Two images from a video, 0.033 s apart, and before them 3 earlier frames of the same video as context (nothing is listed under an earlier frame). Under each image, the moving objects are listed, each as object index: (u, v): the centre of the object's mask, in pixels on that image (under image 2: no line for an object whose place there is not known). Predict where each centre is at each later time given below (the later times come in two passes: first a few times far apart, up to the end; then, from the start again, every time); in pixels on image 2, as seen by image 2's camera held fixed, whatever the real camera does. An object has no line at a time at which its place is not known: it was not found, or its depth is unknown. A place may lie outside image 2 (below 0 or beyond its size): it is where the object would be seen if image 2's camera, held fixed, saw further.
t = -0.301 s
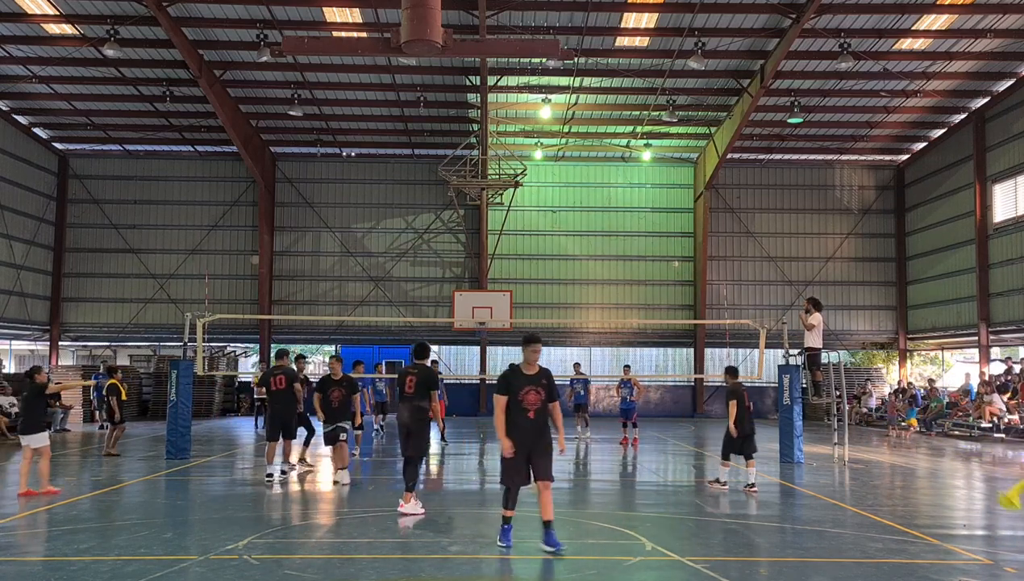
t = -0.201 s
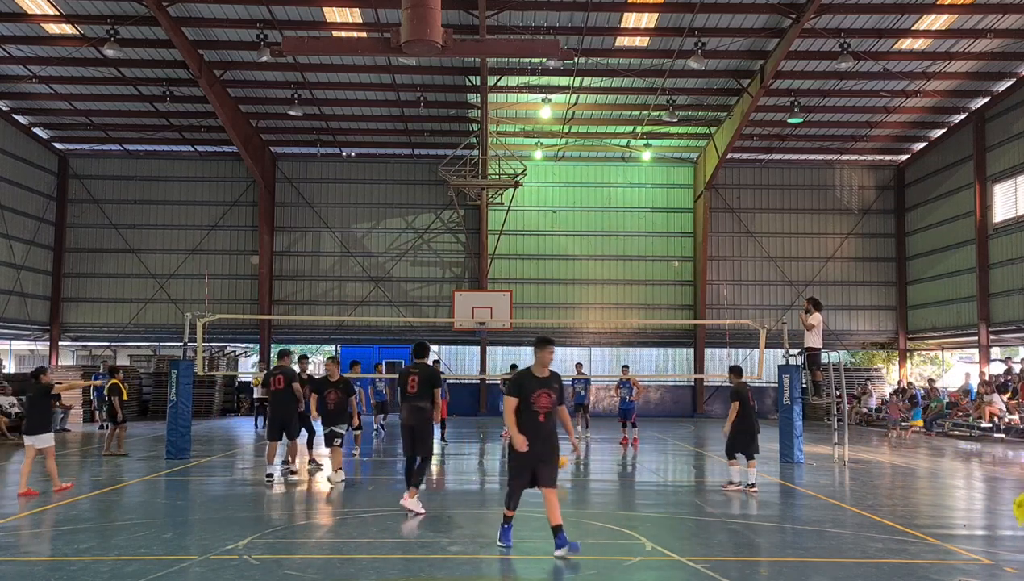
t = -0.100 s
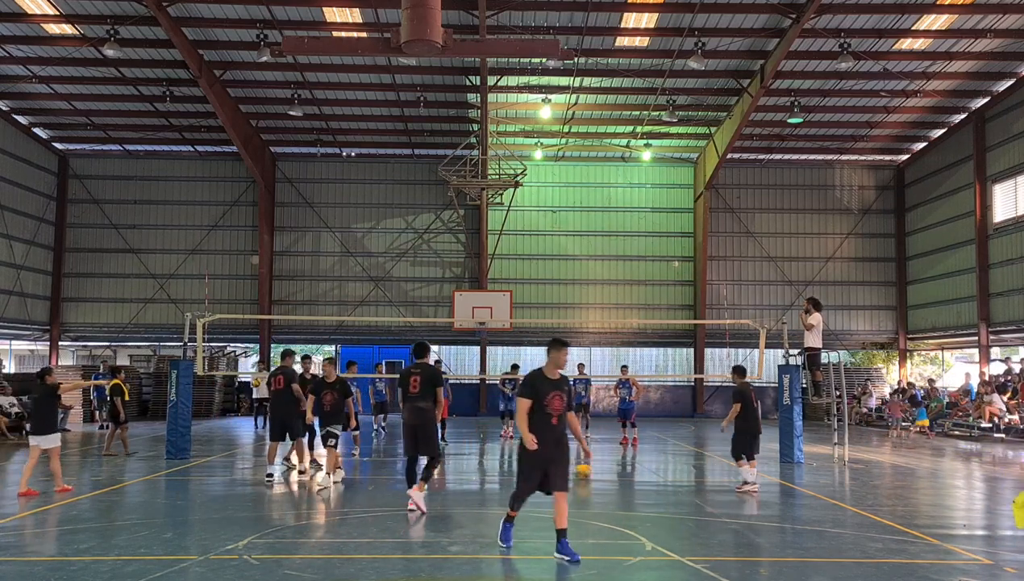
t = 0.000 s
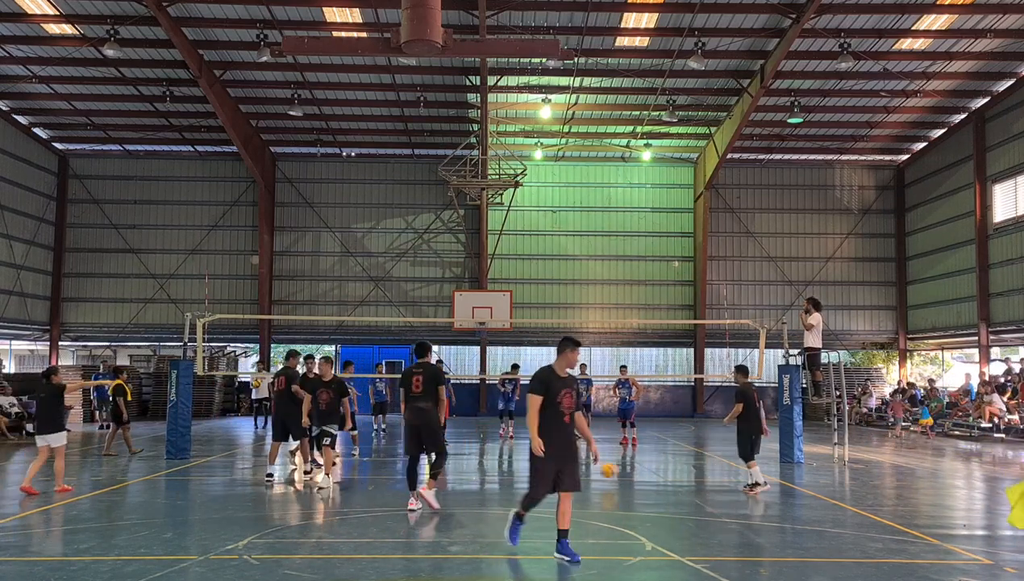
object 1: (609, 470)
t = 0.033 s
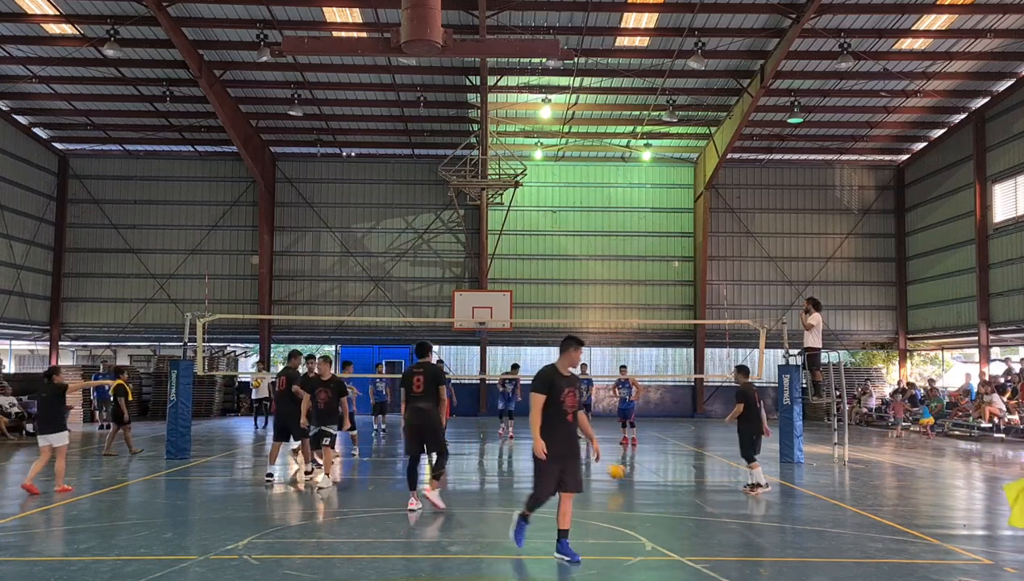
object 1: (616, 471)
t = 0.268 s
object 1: (680, 483)
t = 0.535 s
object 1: (767, 498)
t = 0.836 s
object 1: (884, 519)
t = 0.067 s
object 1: (624, 473)
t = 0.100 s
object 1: (634, 476)
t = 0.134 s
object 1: (642, 480)
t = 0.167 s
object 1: (653, 481)
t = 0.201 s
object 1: (661, 480)
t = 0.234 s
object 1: (671, 481)
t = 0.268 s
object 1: (680, 483)
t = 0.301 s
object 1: (691, 486)
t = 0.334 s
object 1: (701, 489)
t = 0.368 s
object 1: (710, 492)
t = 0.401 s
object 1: (722, 492)
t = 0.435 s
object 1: (732, 492)
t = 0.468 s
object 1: (742, 492)
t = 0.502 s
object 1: (752, 496)
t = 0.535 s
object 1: (767, 498)
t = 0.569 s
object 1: (780, 504)
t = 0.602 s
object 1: (790, 504)
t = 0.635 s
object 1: (803, 504)
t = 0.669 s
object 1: (815, 505)
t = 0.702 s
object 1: (828, 507)
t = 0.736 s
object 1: (842, 511)
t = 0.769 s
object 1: (856, 516)
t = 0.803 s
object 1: (871, 519)
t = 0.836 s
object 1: (884, 519)
